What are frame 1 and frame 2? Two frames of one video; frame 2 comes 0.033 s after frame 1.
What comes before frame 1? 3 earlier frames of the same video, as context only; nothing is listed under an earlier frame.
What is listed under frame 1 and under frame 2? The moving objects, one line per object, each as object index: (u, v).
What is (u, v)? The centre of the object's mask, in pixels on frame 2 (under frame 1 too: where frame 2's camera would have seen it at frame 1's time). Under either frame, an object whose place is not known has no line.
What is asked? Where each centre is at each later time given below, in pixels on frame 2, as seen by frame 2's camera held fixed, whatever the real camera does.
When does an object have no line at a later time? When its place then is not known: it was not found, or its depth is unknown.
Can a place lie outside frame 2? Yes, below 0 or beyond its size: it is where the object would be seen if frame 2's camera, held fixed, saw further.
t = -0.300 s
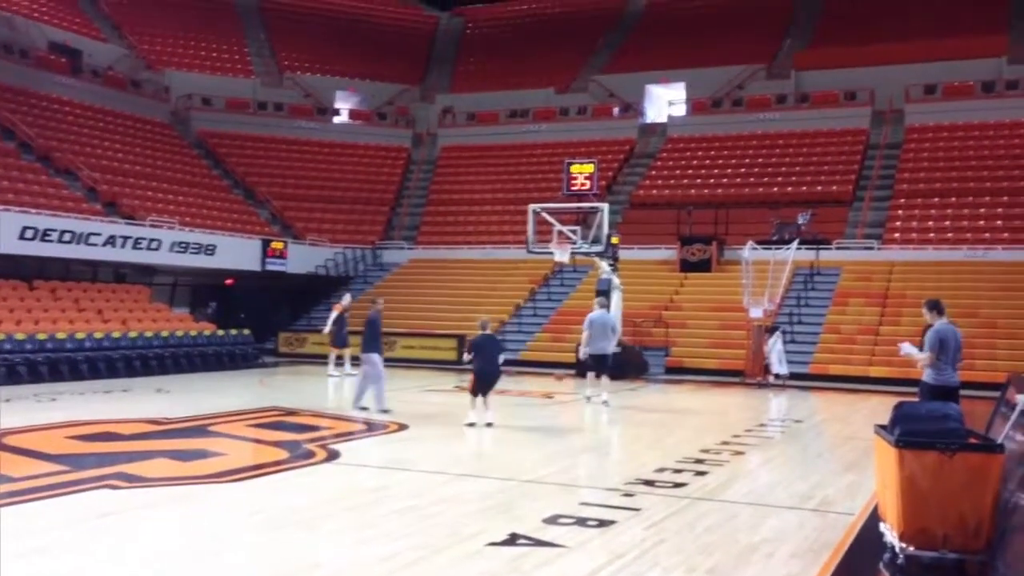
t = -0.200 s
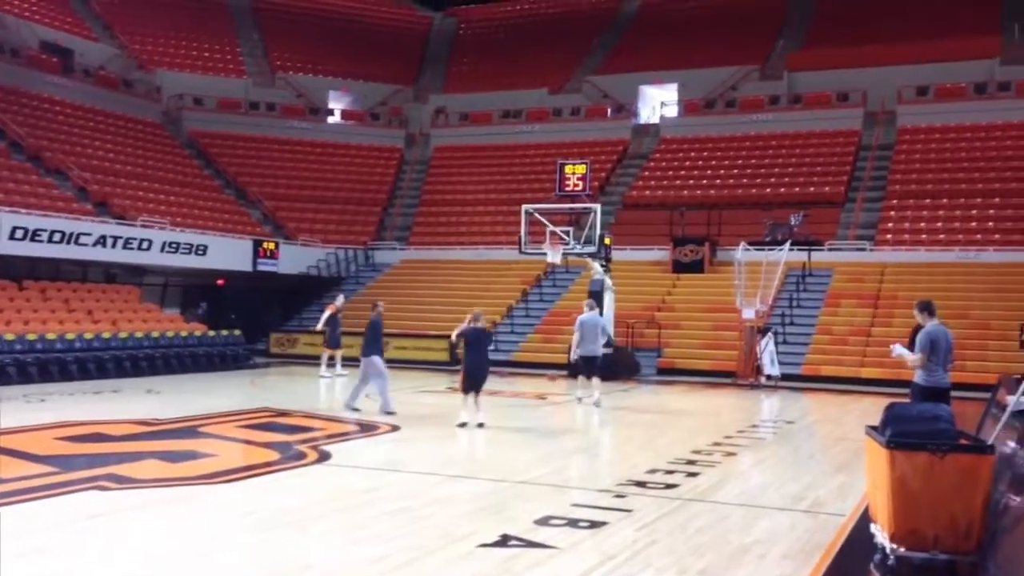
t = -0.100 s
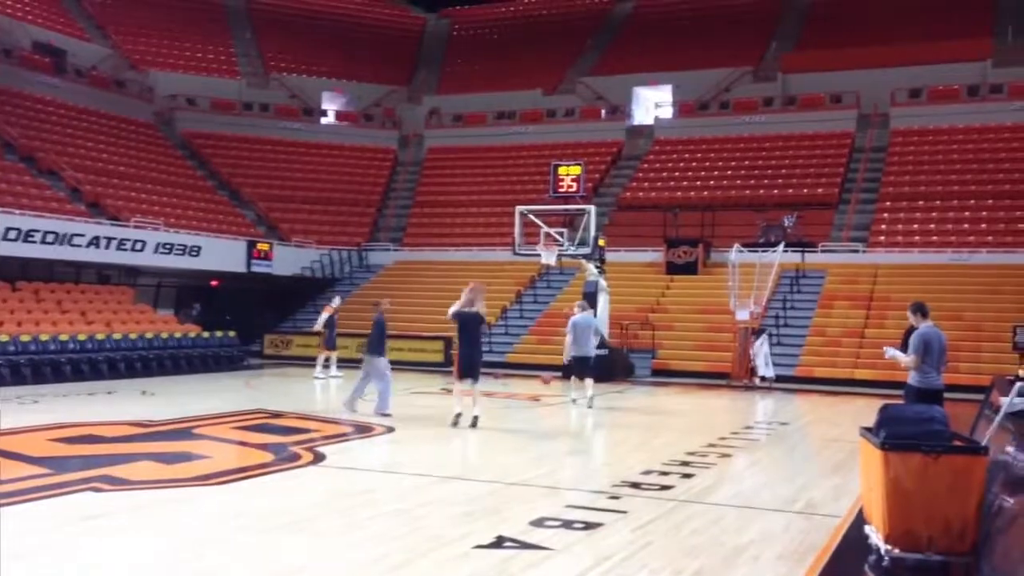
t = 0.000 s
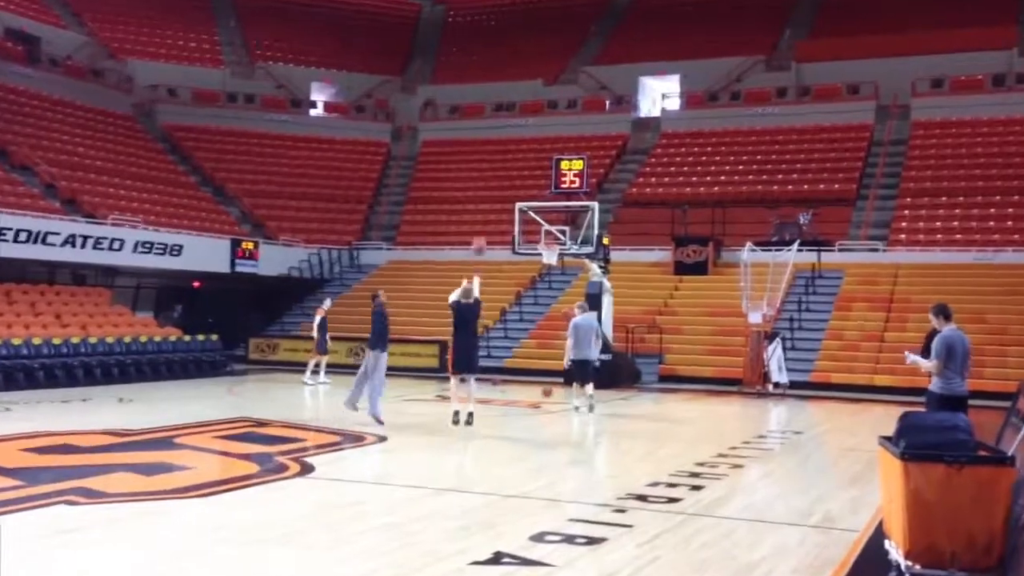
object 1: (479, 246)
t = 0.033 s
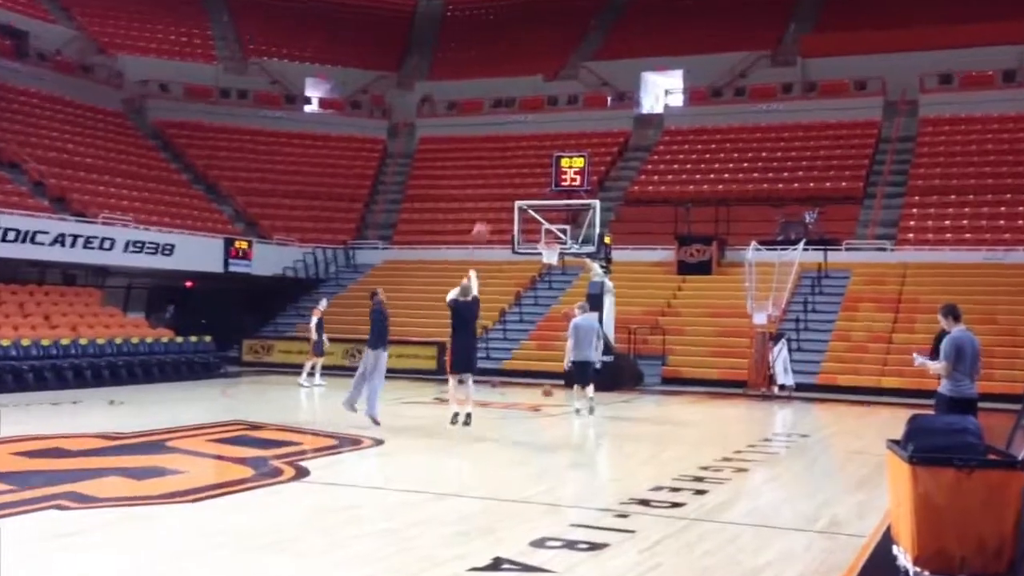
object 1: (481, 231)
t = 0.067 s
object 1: (482, 213)
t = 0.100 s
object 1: (482, 201)
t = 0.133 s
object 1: (481, 182)
